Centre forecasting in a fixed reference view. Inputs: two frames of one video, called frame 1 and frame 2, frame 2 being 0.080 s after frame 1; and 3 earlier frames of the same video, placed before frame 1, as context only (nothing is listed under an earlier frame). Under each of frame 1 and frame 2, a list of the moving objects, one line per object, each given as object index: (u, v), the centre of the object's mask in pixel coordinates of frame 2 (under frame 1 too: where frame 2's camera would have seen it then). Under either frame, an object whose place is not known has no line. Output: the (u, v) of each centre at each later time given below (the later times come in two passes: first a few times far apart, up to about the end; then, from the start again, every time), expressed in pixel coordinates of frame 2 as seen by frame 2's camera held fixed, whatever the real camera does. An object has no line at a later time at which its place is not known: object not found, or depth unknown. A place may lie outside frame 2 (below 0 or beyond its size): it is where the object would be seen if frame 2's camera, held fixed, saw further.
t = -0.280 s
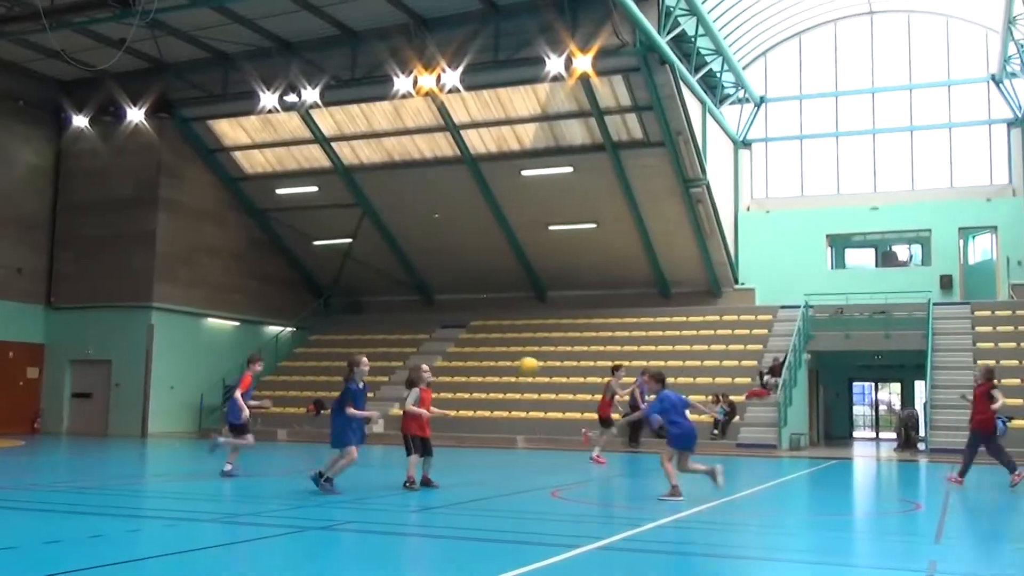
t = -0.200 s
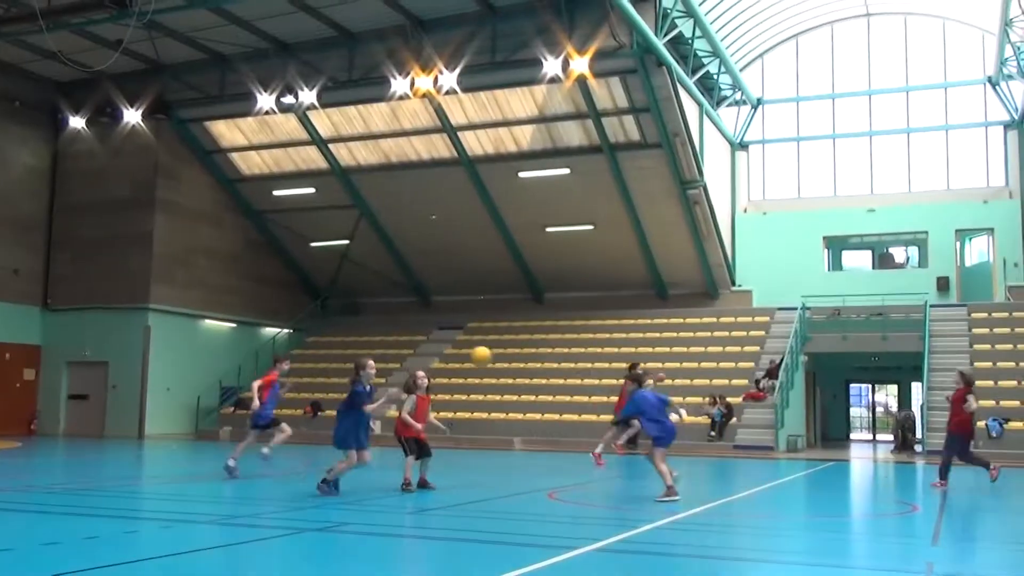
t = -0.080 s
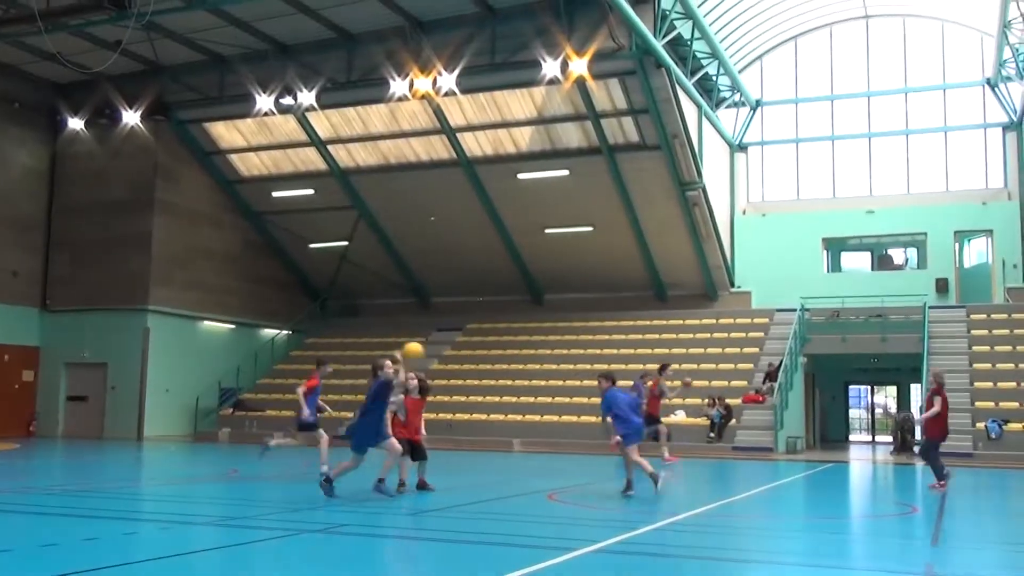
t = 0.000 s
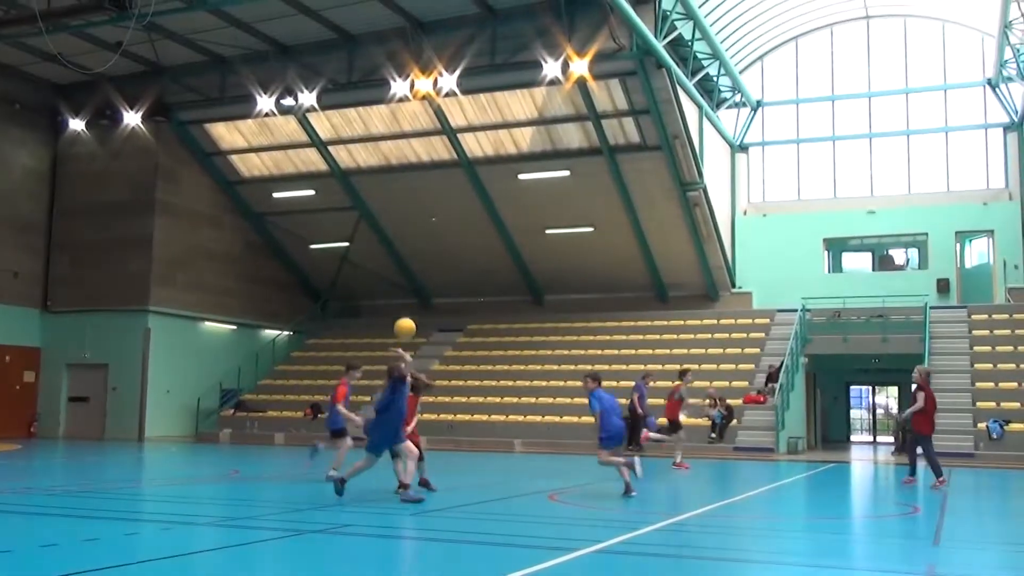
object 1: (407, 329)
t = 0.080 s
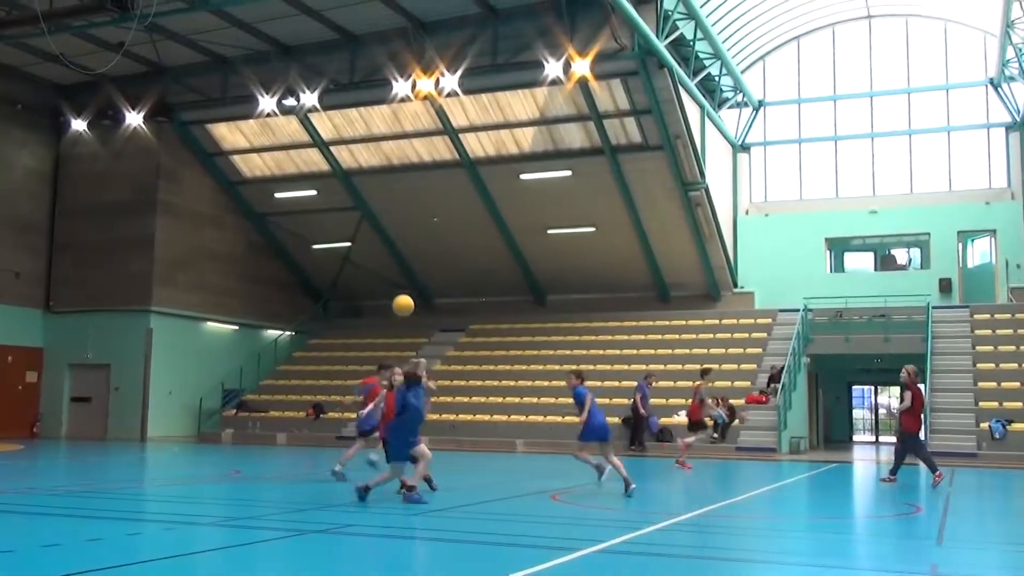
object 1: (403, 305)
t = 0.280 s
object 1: (391, 277)
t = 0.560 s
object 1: (372, 309)
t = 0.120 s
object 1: (401, 297)
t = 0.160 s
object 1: (398, 290)
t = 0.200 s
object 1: (396, 284)
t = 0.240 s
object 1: (393, 279)
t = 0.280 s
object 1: (391, 277)
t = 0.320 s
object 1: (388, 276)
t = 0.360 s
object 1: (386, 277)
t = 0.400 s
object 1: (383, 279)
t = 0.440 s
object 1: (381, 284)
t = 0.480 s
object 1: (378, 290)
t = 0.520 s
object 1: (375, 298)
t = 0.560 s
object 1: (372, 309)
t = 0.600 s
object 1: (368, 321)
